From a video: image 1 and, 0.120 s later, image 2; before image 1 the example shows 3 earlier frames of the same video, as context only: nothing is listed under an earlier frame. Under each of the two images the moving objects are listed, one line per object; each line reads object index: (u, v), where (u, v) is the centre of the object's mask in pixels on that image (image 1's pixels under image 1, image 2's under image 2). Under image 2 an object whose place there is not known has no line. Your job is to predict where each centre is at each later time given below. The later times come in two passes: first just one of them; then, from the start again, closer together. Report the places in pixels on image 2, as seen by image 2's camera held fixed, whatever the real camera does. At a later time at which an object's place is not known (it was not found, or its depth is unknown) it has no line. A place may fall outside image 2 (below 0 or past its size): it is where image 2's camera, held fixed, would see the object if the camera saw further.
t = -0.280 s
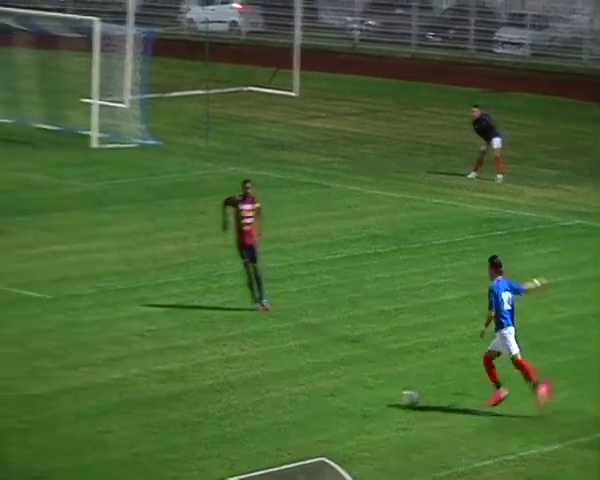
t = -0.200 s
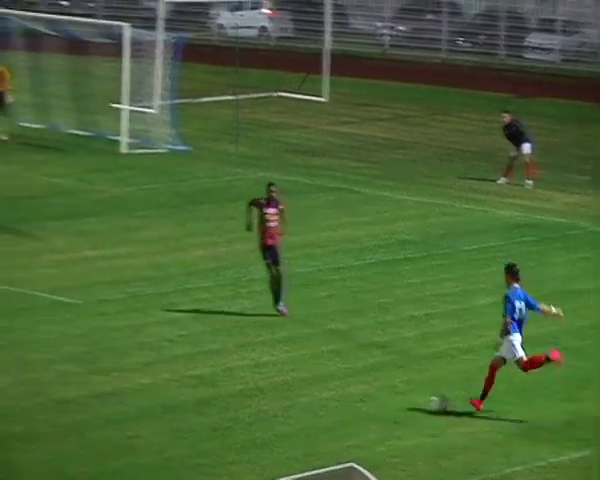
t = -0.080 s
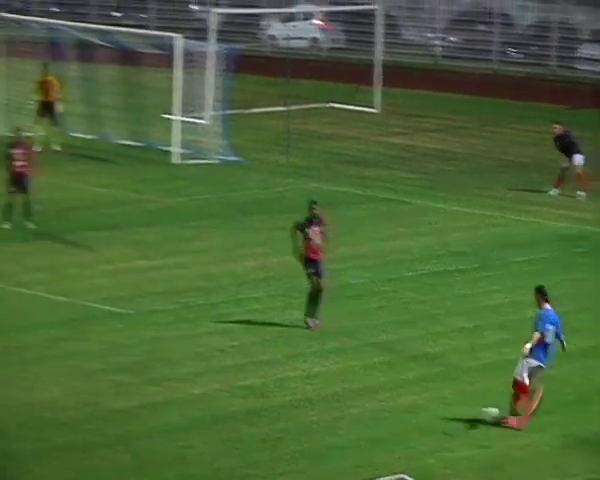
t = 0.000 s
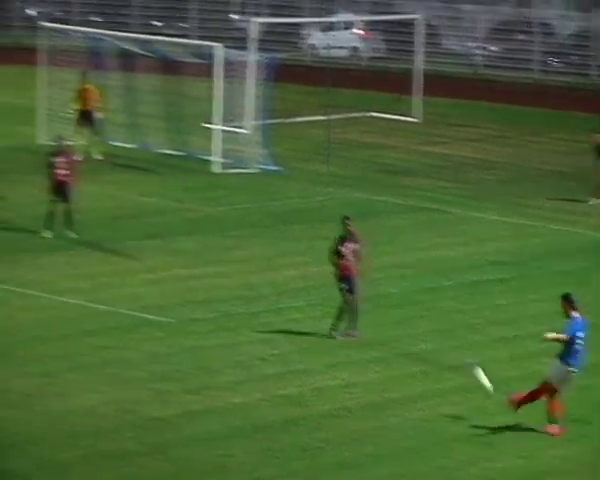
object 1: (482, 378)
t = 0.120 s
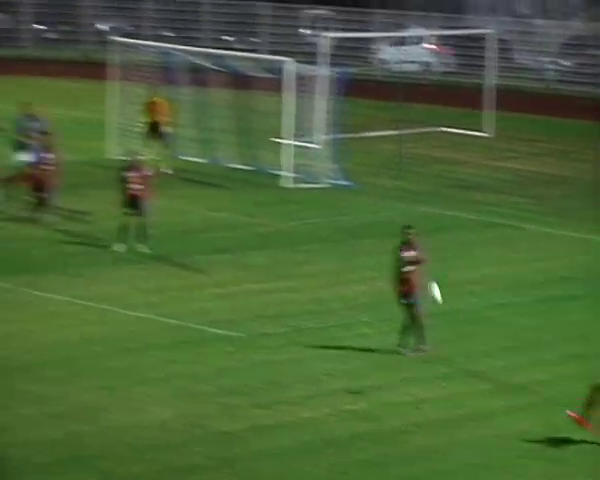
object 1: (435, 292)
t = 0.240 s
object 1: (341, 212)
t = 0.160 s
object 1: (401, 263)
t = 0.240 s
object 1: (341, 212)
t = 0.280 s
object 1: (316, 190)
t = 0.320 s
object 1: (293, 169)
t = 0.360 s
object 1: (270, 151)
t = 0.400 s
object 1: (250, 133)
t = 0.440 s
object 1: (233, 117)
